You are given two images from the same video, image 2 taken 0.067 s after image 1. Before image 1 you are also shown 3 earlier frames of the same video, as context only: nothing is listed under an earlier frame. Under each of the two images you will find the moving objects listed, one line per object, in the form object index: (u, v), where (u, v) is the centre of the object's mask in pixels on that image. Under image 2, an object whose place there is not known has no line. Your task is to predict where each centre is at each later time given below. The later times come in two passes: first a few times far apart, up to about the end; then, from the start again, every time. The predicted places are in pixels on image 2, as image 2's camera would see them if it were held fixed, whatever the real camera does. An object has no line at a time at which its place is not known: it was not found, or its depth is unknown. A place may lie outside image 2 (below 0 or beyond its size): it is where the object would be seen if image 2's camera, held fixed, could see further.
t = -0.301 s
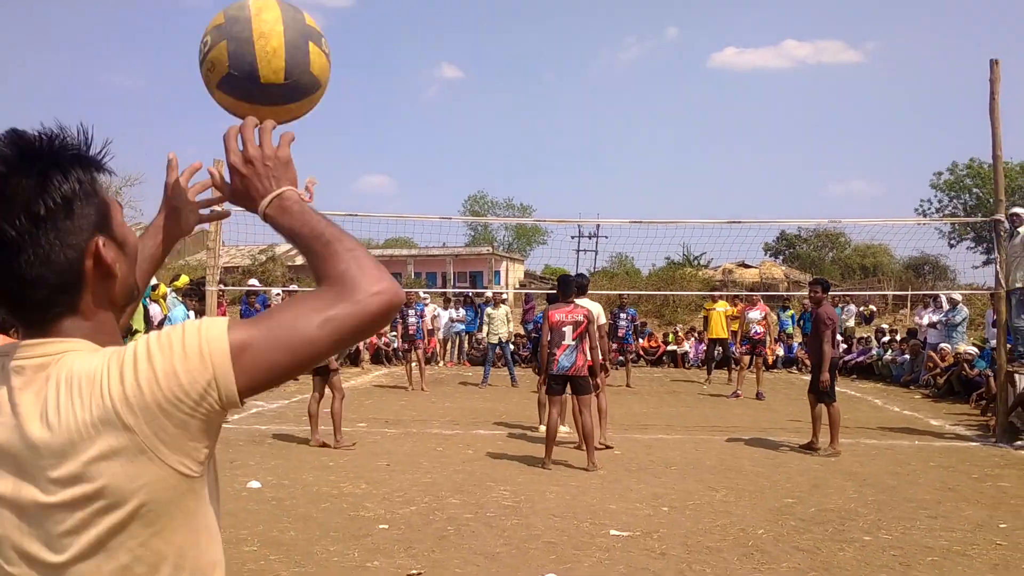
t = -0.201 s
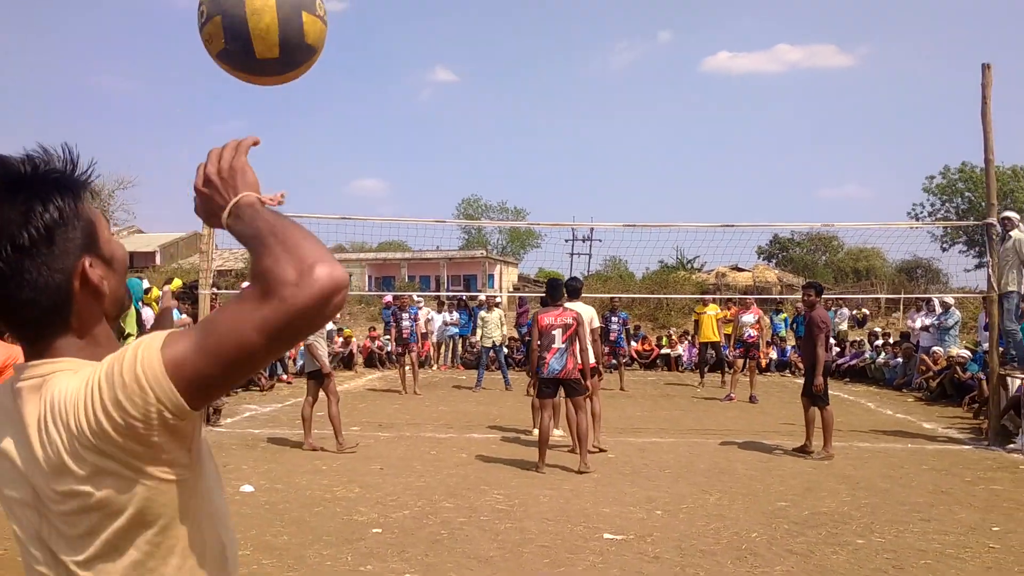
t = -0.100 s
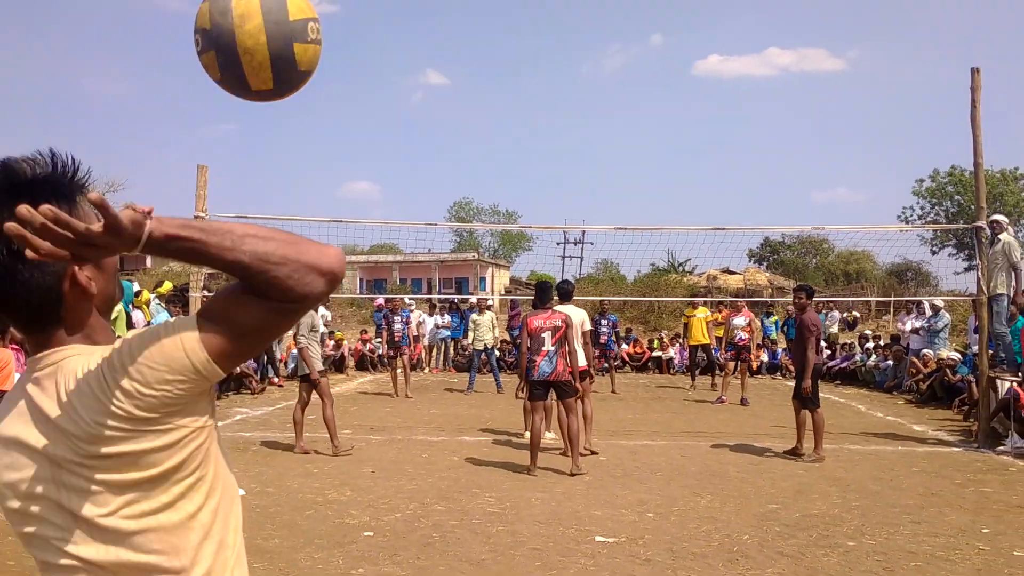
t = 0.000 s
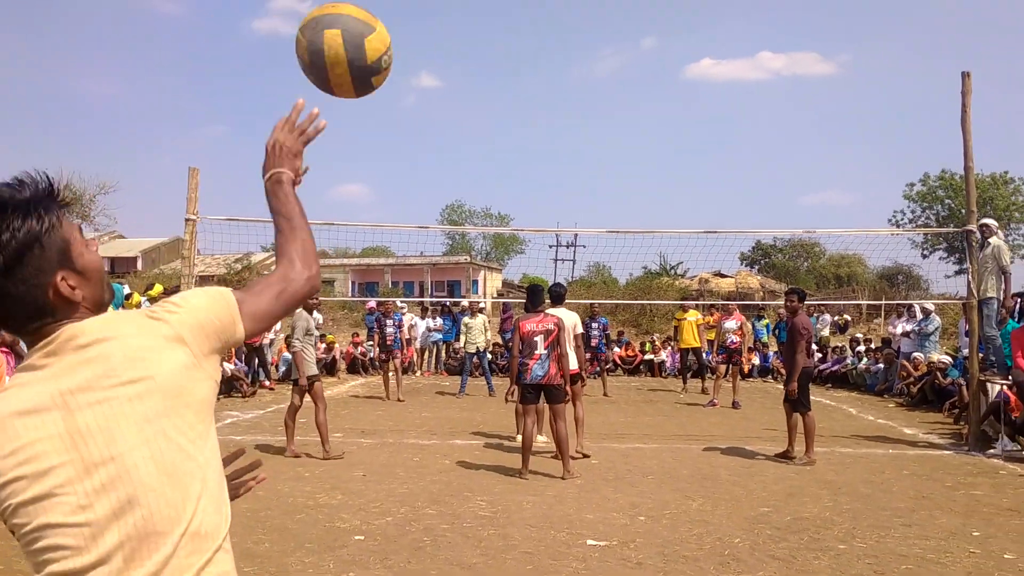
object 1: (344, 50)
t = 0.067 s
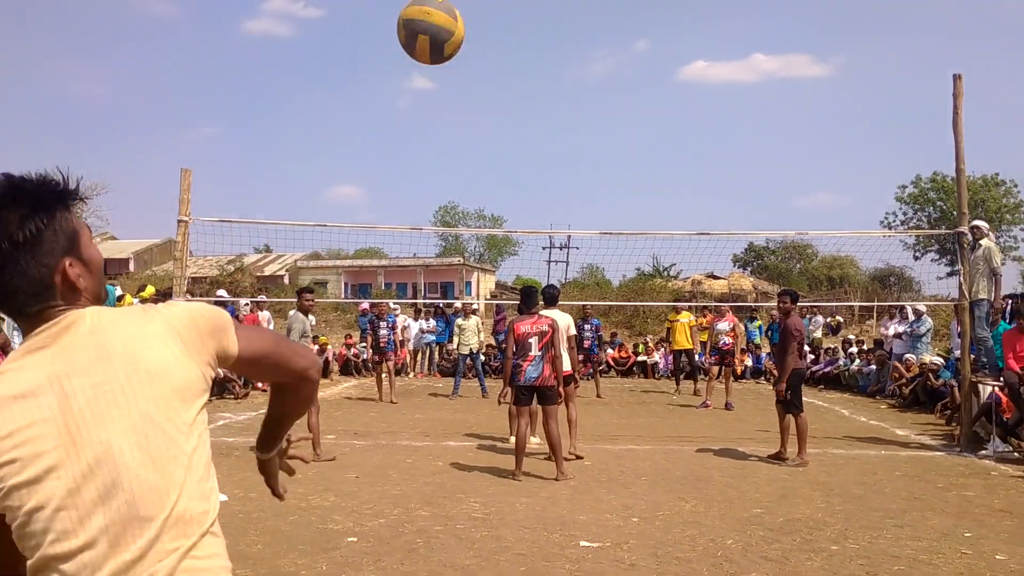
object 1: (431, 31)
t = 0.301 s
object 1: (540, 51)
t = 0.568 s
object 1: (571, 123)
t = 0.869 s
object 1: (584, 214)
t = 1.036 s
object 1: (587, 269)
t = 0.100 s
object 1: (459, 28)
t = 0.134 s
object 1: (480, 27)
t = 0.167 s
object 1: (498, 29)
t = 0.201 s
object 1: (511, 33)
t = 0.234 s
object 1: (523, 38)
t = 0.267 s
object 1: (532, 44)
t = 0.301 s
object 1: (540, 51)
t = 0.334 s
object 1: (547, 59)
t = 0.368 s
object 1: (552, 68)
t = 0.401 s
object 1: (557, 77)
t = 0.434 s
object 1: (561, 86)
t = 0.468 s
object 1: (564, 95)
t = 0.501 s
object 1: (566, 104)
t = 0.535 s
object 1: (569, 113)
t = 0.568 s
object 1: (571, 123)
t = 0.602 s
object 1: (573, 133)
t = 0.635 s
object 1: (575, 143)
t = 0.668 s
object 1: (577, 152)
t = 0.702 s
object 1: (578, 162)
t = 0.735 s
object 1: (579, 172)
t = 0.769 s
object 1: (581, 182)
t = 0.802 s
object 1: (582, 193)
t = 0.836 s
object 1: (583, 203)
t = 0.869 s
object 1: (584, 214)
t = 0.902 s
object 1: (585, 224)
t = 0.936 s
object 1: (586, 236)
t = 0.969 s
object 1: (586, 246)
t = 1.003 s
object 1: (586, 257)
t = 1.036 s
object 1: (587, 269)
